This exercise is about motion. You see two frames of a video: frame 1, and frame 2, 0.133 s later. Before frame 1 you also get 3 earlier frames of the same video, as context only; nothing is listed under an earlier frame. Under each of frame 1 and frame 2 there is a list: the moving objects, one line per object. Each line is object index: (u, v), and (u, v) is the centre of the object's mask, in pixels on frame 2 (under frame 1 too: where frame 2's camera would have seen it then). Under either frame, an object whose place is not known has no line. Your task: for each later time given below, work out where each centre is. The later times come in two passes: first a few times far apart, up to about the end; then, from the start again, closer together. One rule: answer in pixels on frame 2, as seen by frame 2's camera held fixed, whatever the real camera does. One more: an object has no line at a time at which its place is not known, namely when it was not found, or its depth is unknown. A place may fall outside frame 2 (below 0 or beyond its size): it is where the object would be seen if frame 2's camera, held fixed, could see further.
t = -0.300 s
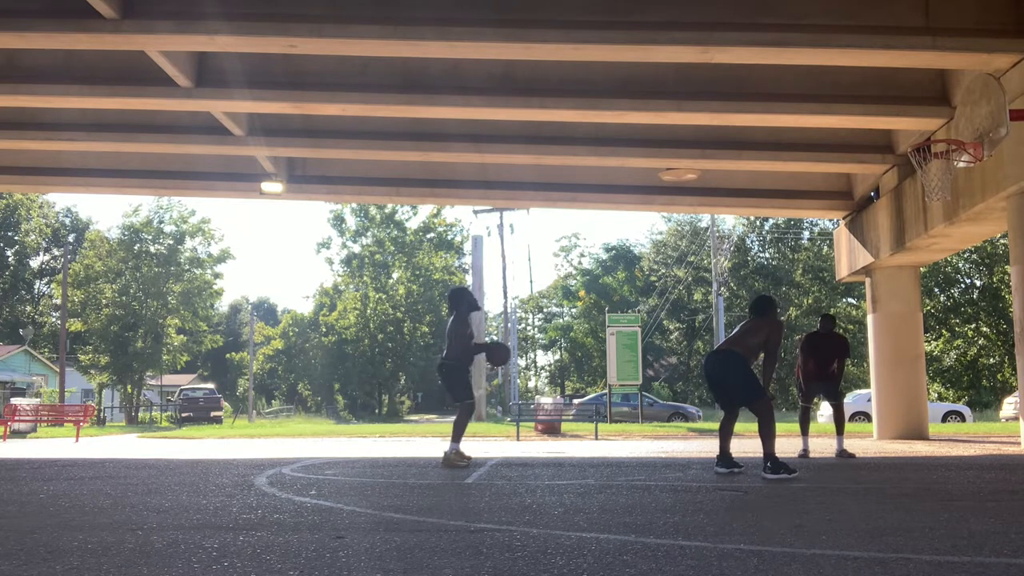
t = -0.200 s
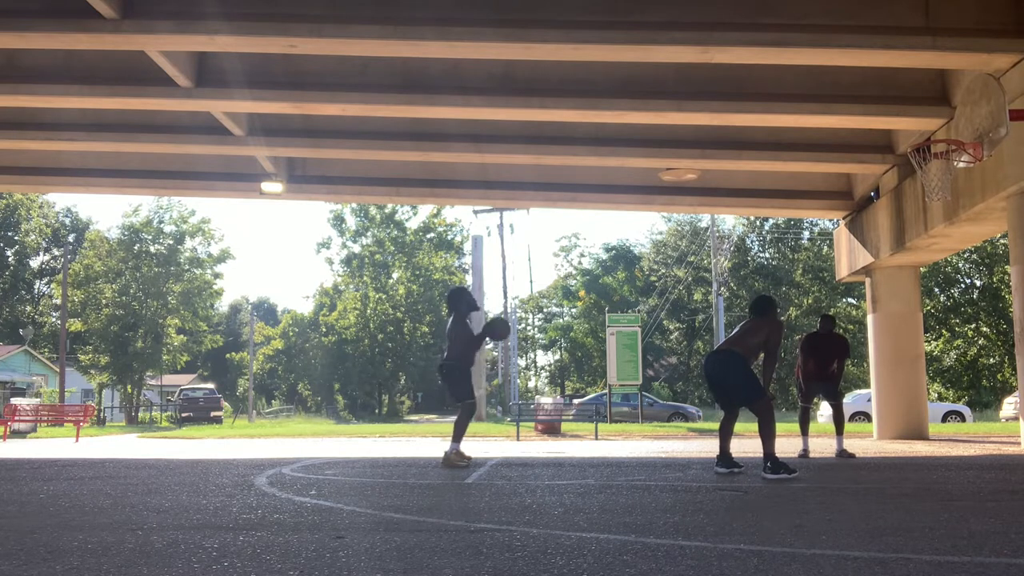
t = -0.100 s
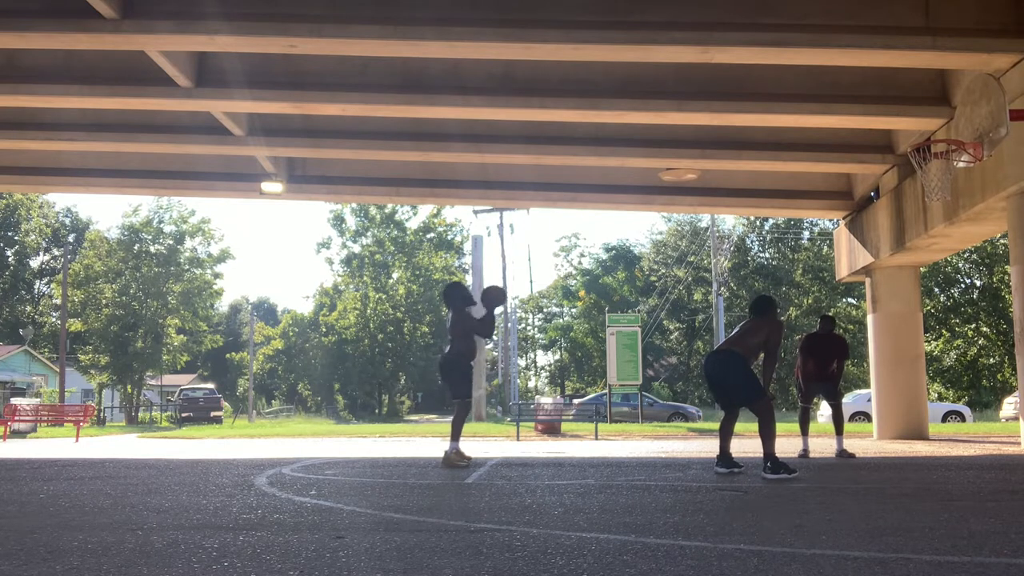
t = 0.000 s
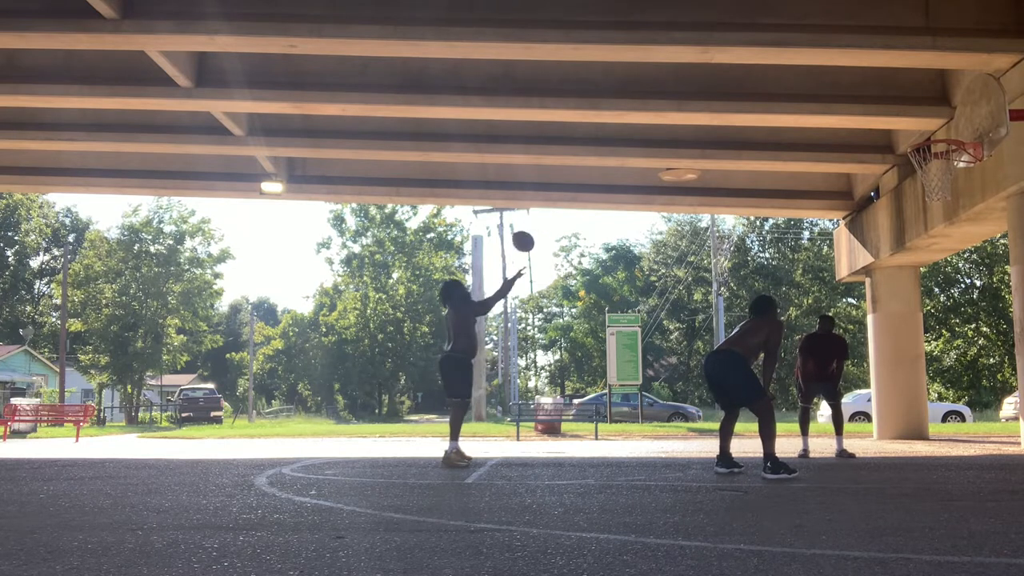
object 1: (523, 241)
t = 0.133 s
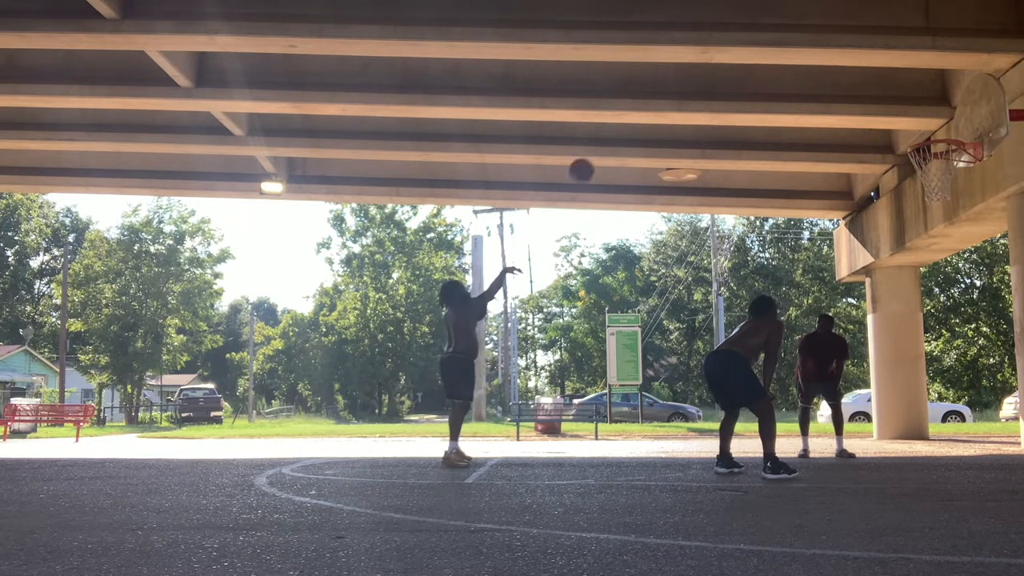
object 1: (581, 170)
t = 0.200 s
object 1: (610, 142)
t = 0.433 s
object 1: (711, 78)
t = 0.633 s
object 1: (797, 64)
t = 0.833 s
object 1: (885, 91)
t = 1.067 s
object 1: (919, 128)
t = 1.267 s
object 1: (832, 124)
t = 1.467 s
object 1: (747, 161)
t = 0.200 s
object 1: (610, 142)
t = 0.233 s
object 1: (624, 129)
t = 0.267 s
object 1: (638, 118)
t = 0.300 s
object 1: (653, 108)
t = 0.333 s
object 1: (668, 99)
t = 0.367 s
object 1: (681, 89)
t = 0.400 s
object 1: (697, 83)
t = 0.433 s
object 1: (711, 78)
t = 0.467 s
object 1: (725, 72)
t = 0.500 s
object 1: (739, 69)
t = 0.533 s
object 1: (754, 66)
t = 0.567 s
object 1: (768, 65)
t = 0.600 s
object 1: (783, 64)
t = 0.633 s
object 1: (797, 64)
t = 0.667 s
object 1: (812, 66)
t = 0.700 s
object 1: (827, 69)
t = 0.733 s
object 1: (841, 74)
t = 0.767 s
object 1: (855, 78)
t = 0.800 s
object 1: (870, 85)
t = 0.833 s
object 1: (885, 91)
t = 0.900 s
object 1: (915, 111)
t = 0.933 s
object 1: (929, 121)
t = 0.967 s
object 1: (945, 130)
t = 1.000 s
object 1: (949, 133)
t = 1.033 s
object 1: (934, 131)
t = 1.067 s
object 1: (919, 128)
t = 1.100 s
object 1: (904, 124)
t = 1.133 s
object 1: (890, 122)
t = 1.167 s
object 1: (875, 121)
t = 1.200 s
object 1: (860, 120)
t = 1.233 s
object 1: (846, 121)
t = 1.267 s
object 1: (832, 124)
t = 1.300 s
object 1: (817, 127)
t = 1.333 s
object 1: (803, 131)
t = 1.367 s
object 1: (789, 138)
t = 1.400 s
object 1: (775, 143)
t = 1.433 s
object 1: (761, 152)
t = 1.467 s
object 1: (747, 161)
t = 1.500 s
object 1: (734, 170)
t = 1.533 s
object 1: (720, 180)
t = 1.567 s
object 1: (707, 192)
